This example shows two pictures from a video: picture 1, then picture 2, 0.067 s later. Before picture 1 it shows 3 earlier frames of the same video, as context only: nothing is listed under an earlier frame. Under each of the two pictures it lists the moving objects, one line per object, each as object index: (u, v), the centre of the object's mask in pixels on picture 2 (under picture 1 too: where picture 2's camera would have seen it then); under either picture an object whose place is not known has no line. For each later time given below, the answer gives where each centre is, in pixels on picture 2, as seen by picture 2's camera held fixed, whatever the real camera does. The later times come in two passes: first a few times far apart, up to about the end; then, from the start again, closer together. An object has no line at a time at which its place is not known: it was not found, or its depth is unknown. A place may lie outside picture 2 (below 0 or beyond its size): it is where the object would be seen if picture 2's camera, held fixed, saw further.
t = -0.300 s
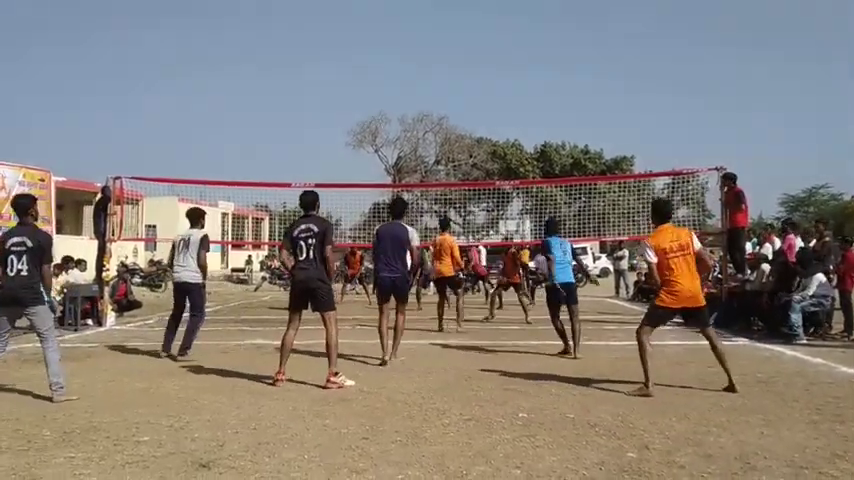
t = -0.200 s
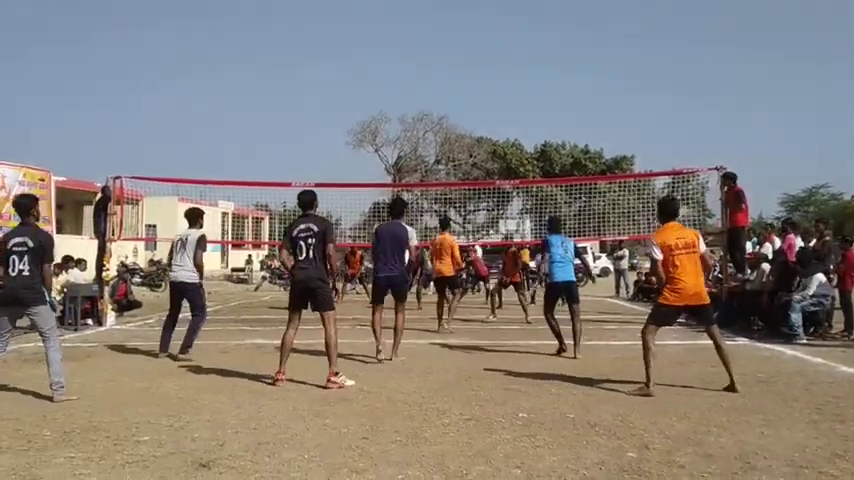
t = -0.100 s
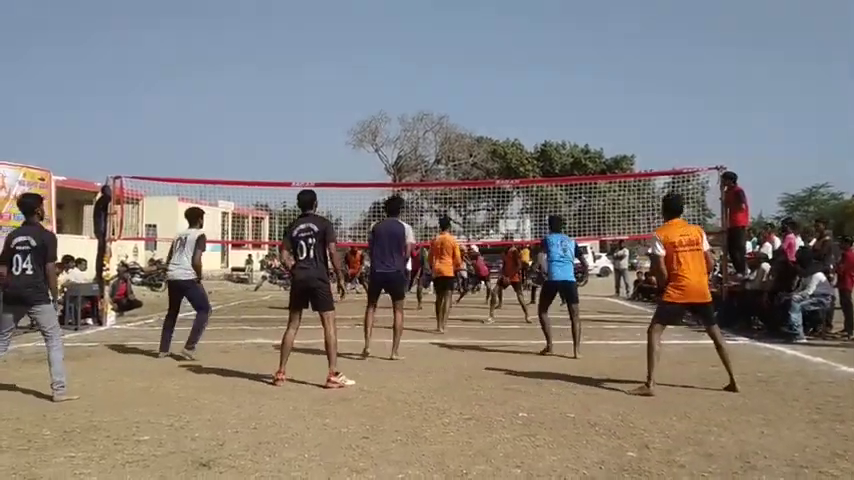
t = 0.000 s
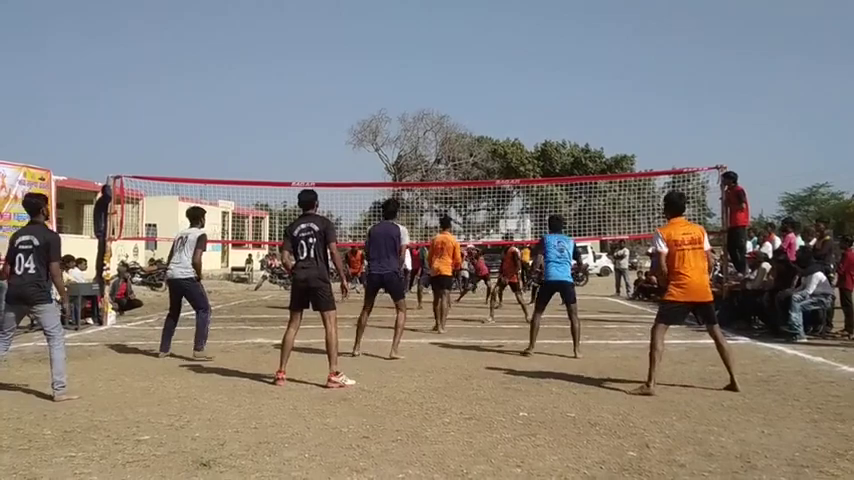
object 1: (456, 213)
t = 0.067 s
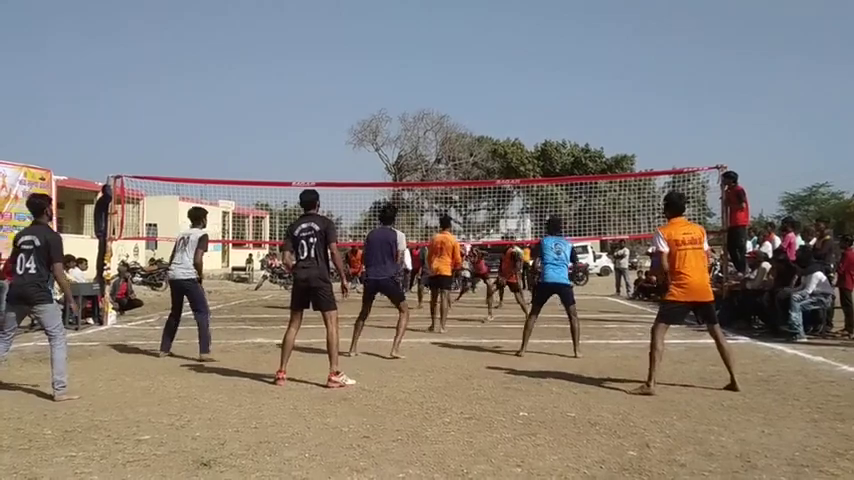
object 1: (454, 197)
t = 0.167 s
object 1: (448, 164)
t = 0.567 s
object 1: (407, 59)
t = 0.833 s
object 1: (363, 16)
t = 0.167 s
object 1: (448, 164)
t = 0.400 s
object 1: (427, 100)
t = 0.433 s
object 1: (423, 90)
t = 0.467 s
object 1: (419, 82)
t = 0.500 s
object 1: (415, 74)
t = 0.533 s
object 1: (411, 67)
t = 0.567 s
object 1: (407, 59)
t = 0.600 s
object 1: (403, 52)
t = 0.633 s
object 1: (397, 46)
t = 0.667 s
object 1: (392, 40)
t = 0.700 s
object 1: (387, 34)
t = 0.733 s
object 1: (382, 29)
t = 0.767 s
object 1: (376, 24)
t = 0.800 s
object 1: (369, 19)
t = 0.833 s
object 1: (363, 16)
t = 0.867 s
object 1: (356, 13)
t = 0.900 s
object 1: (349, 10)
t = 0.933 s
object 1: (342, 9)
